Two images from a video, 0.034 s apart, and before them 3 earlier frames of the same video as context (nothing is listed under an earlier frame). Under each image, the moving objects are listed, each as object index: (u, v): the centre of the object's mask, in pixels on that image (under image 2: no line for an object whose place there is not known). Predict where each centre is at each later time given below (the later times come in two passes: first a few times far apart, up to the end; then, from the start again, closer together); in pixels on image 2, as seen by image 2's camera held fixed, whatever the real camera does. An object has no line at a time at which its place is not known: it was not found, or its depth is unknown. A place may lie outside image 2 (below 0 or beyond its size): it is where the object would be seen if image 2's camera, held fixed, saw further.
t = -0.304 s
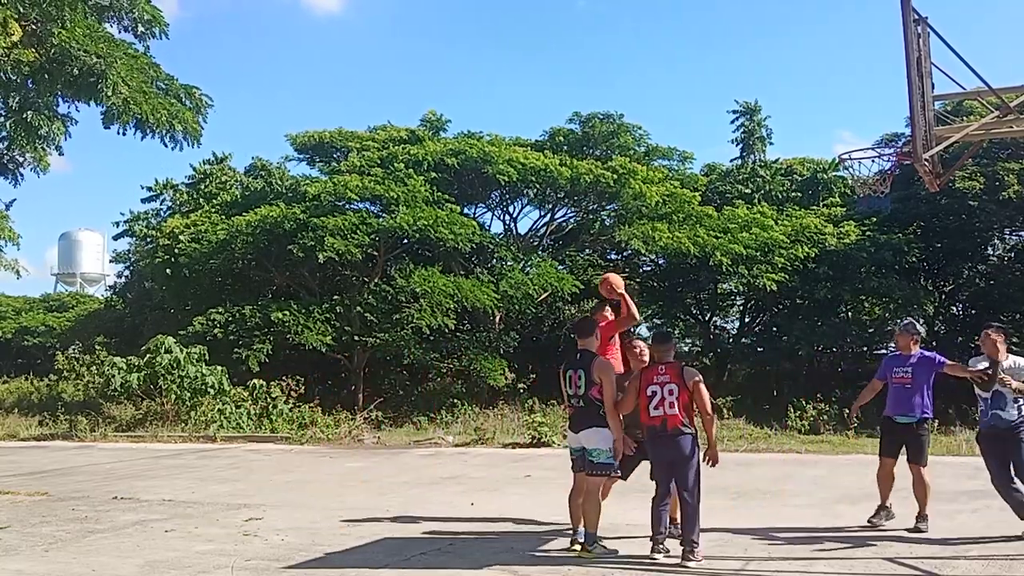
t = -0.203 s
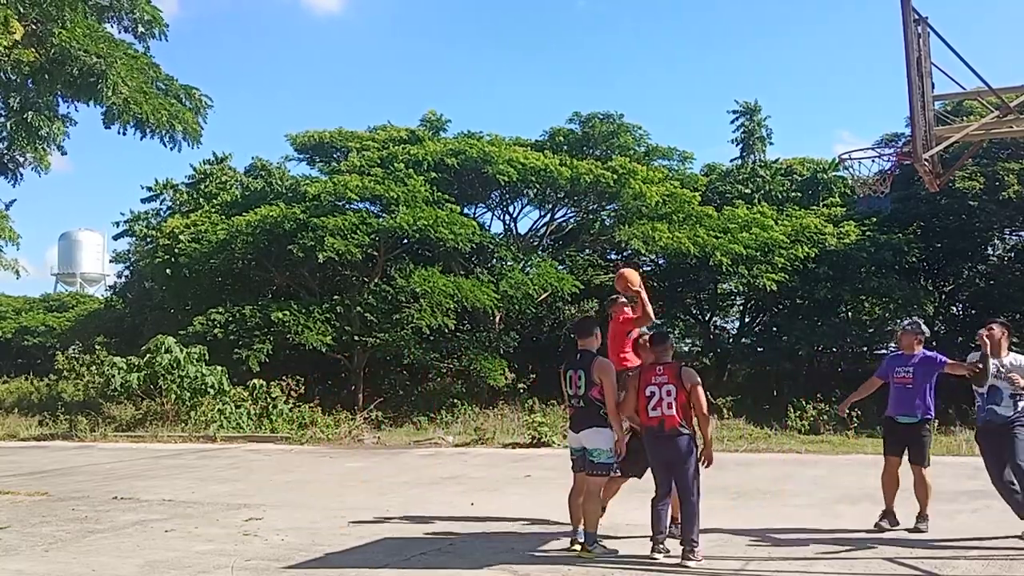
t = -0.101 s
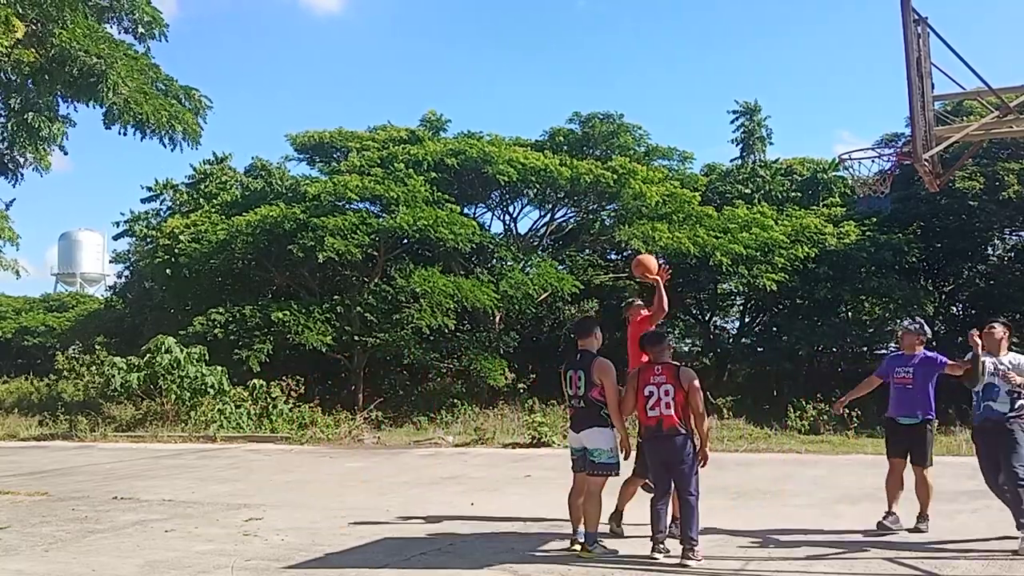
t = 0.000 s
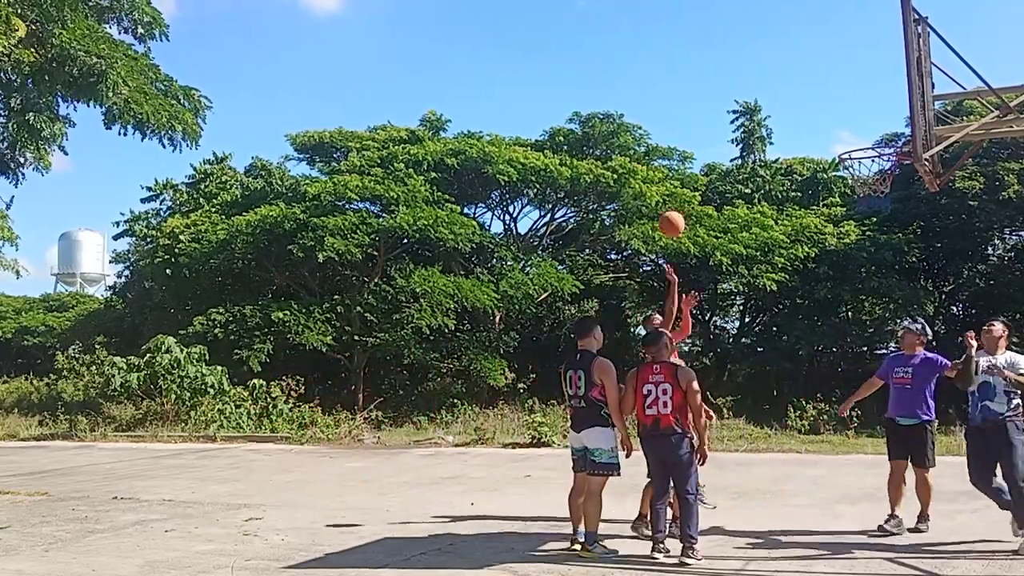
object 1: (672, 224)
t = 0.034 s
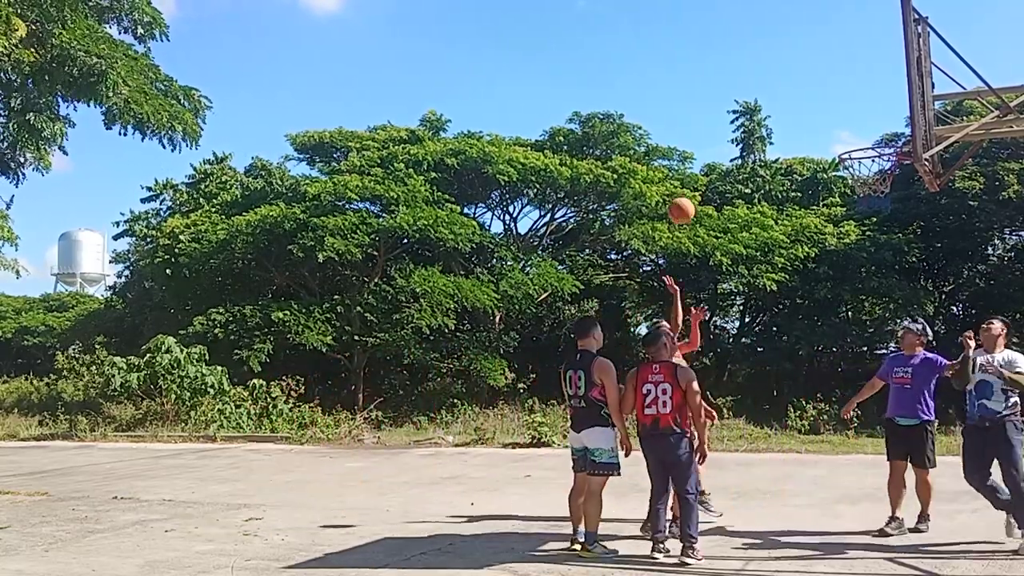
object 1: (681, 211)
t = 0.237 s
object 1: (743, 151)
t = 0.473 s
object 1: (823, 135)
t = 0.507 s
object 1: (835, 137)
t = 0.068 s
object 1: (691, 198)
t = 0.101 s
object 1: (702, 186)
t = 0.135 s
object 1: (711, 176)
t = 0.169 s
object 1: (721, 167)
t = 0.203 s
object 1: (732, 158)
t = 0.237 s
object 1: (743, 151)
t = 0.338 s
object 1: (776, 136)
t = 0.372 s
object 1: (787, 134)
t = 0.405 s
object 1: (799, 133)
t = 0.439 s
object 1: (811, 133)
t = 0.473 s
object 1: (823, 135)
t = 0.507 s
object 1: (835, 137)
